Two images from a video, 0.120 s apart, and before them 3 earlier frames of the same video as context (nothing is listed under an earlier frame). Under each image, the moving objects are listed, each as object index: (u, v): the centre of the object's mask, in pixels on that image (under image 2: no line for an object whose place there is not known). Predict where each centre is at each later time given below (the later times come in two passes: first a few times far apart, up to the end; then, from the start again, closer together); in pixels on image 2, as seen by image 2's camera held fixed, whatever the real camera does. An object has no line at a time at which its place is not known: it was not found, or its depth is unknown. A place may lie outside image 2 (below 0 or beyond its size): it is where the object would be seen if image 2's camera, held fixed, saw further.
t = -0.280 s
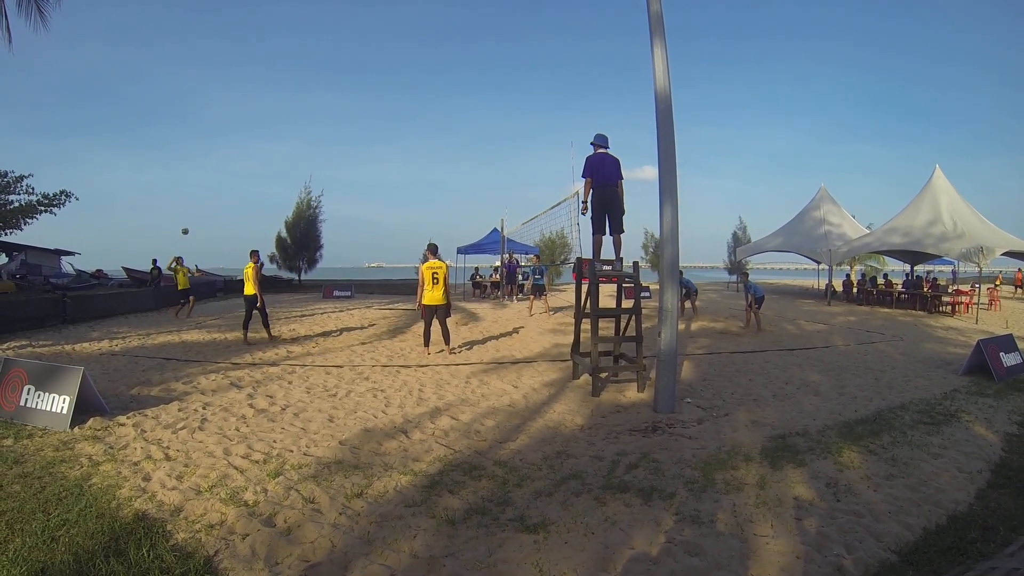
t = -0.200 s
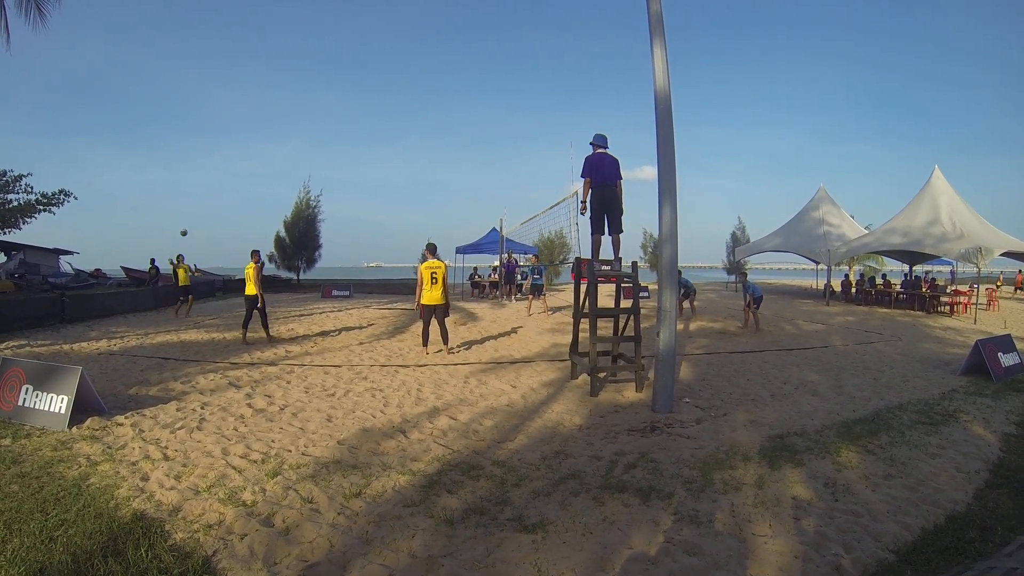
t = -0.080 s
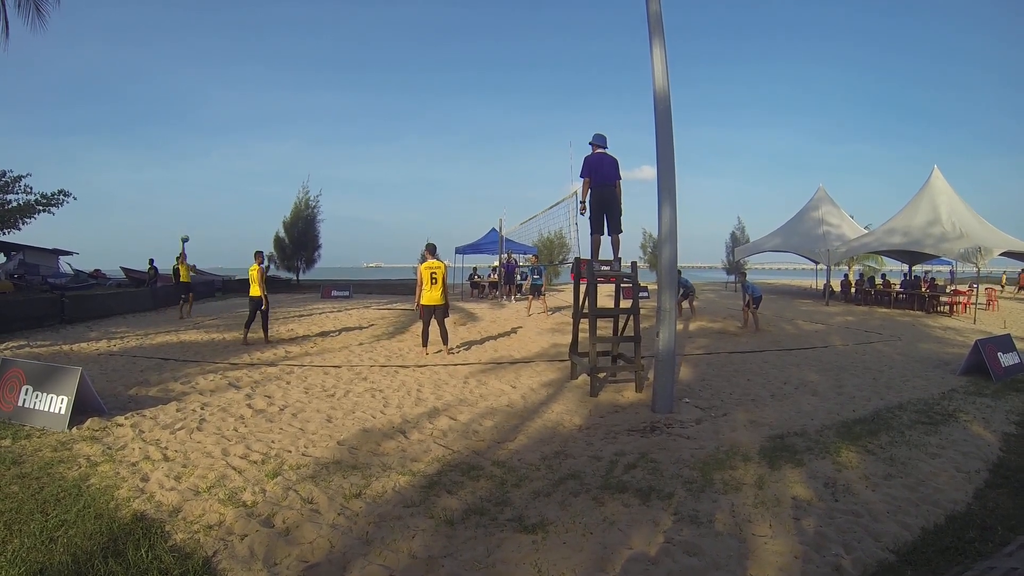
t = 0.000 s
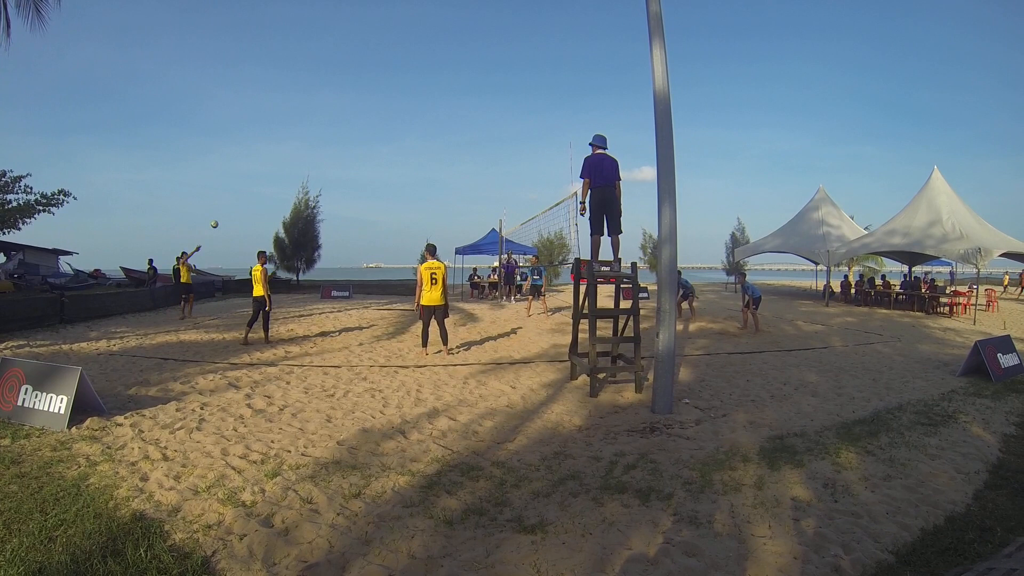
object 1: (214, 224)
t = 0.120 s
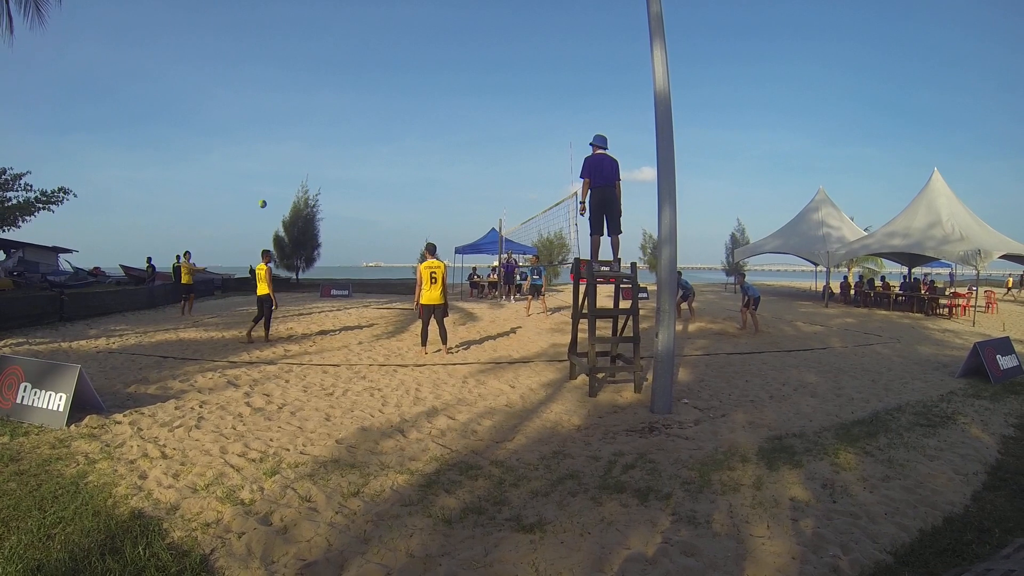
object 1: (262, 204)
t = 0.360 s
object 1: (373, 182)
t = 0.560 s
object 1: (475, 186)
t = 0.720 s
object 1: (556, 202)
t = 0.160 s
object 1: (279, 198)
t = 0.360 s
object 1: (373, 182)
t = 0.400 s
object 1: (393, 182)
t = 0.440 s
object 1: (413, 182)
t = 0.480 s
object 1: (434, 182)
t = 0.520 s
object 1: (454, 184)
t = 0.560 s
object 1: (475, 186)
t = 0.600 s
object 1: (496, 190)
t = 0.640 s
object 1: (516, 194)
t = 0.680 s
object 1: (536, 198)
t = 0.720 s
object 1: (556, 202)
